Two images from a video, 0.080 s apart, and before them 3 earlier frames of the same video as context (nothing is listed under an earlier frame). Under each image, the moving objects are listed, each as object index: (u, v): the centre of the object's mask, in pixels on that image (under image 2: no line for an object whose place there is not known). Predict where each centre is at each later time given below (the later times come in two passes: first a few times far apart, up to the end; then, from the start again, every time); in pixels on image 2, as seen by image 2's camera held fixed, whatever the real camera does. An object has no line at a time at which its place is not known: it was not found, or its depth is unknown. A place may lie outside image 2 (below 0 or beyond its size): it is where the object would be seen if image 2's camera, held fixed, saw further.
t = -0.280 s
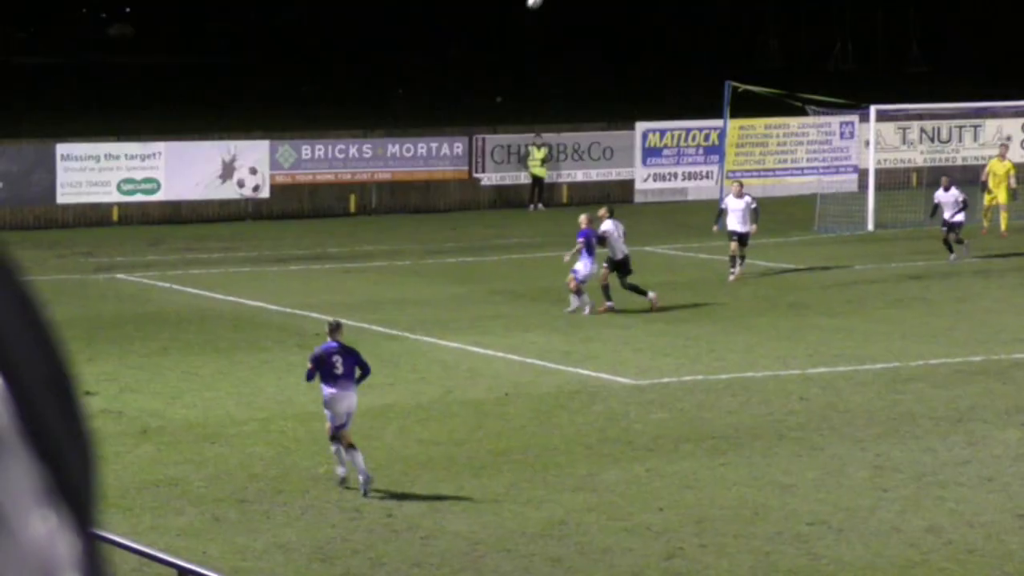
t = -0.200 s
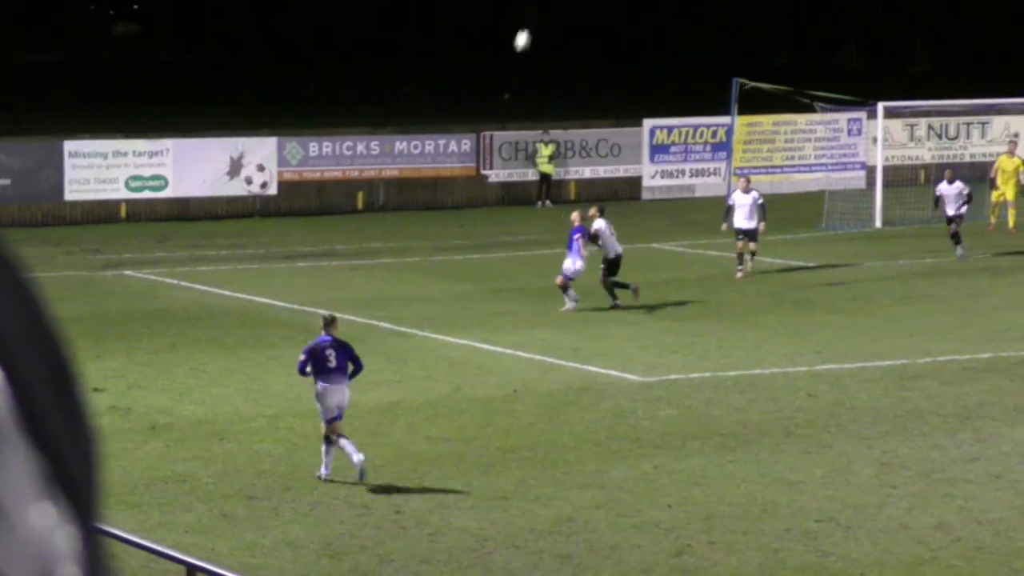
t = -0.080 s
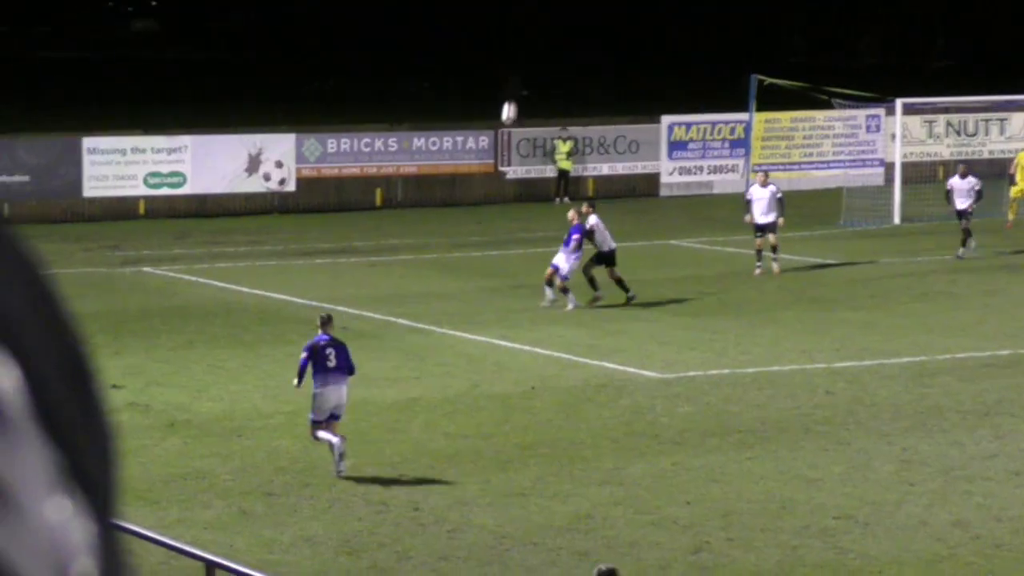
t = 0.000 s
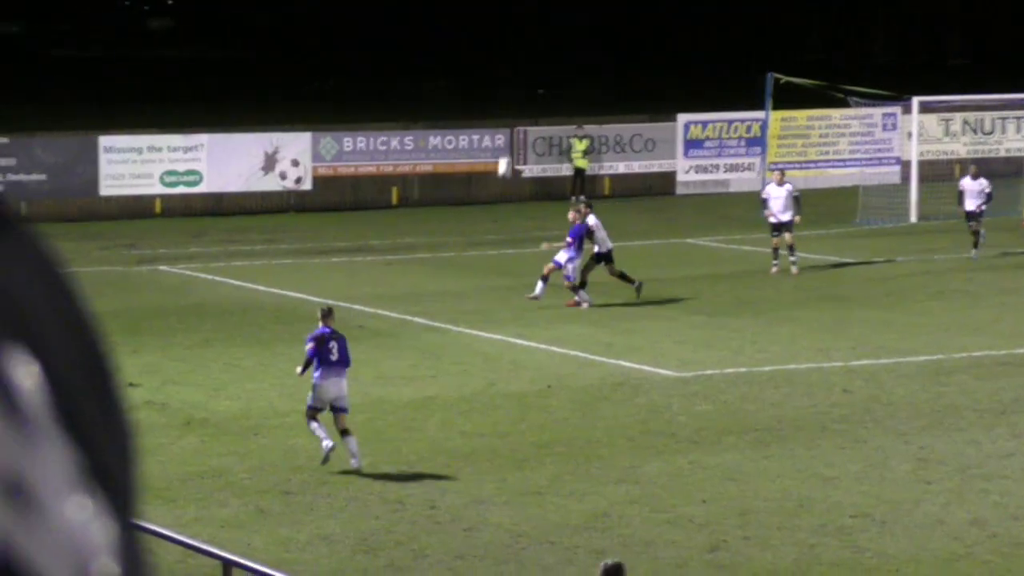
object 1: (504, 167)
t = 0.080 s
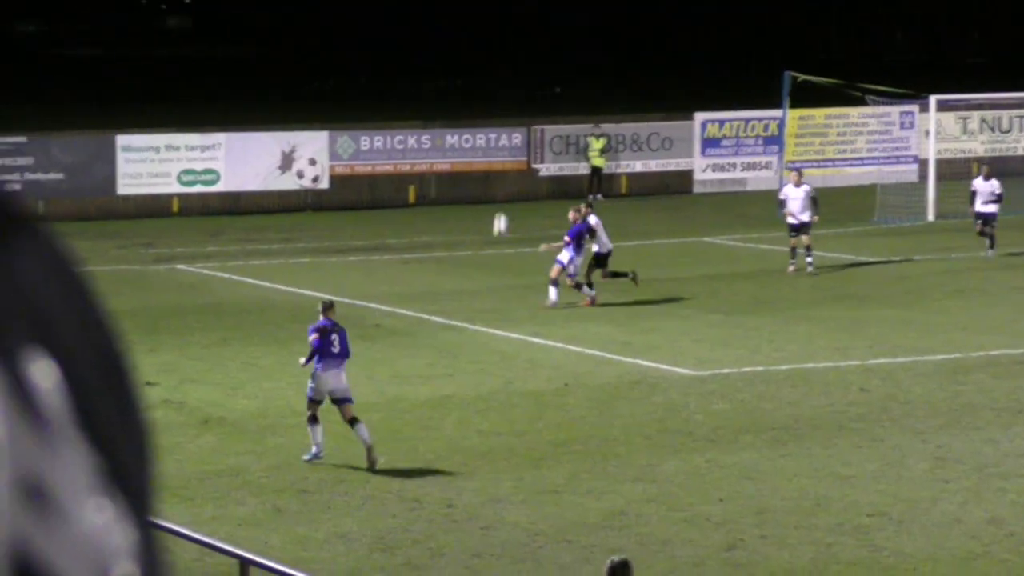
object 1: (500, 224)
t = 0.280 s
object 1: (462, 258)
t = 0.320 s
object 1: (457, 242)
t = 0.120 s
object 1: (489, 256)
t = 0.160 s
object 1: (478, 287)
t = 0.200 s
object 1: (470, 295)
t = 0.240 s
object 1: (468, 276)
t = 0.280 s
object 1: (462, 258)
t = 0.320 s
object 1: (457, 242)
